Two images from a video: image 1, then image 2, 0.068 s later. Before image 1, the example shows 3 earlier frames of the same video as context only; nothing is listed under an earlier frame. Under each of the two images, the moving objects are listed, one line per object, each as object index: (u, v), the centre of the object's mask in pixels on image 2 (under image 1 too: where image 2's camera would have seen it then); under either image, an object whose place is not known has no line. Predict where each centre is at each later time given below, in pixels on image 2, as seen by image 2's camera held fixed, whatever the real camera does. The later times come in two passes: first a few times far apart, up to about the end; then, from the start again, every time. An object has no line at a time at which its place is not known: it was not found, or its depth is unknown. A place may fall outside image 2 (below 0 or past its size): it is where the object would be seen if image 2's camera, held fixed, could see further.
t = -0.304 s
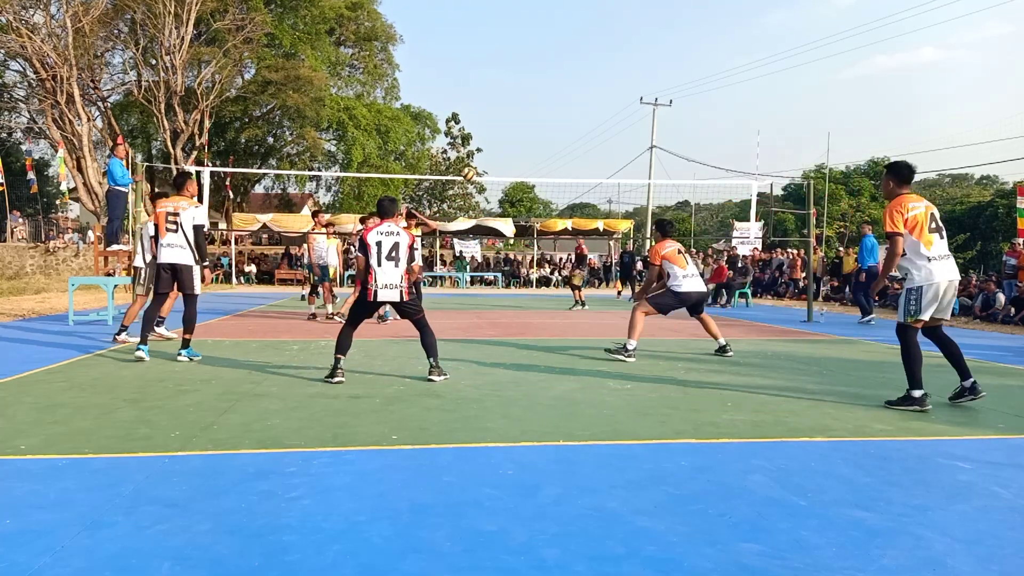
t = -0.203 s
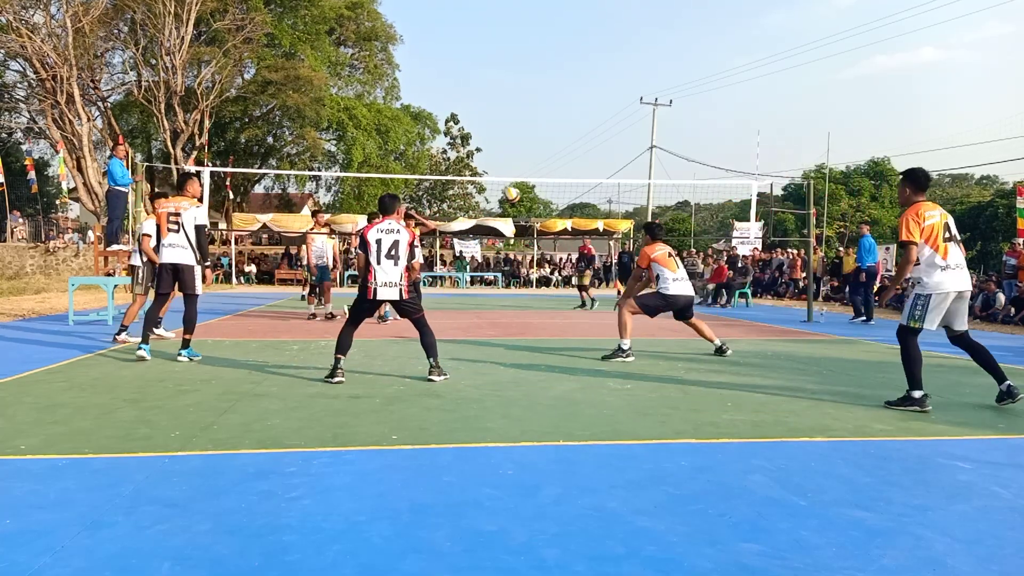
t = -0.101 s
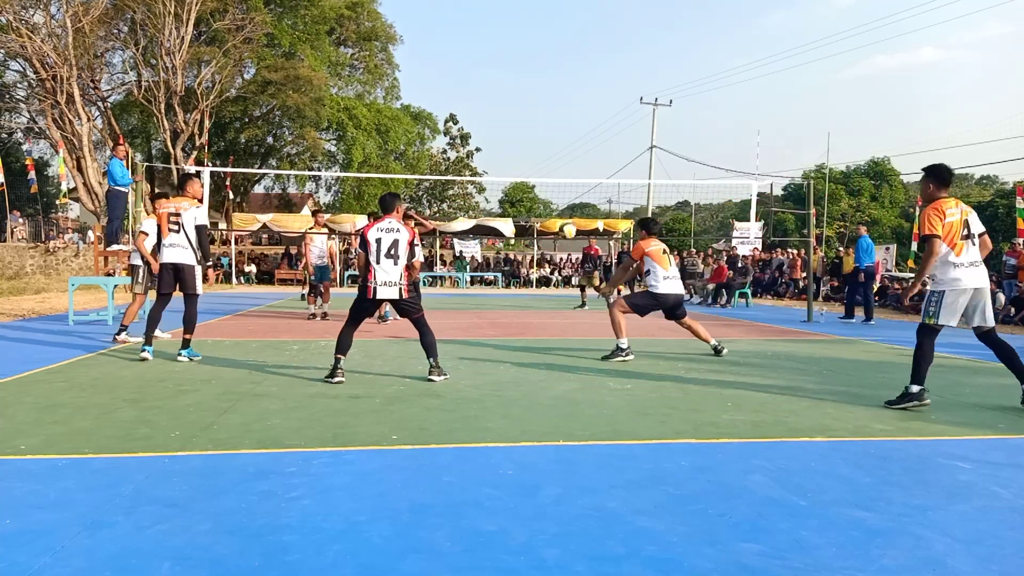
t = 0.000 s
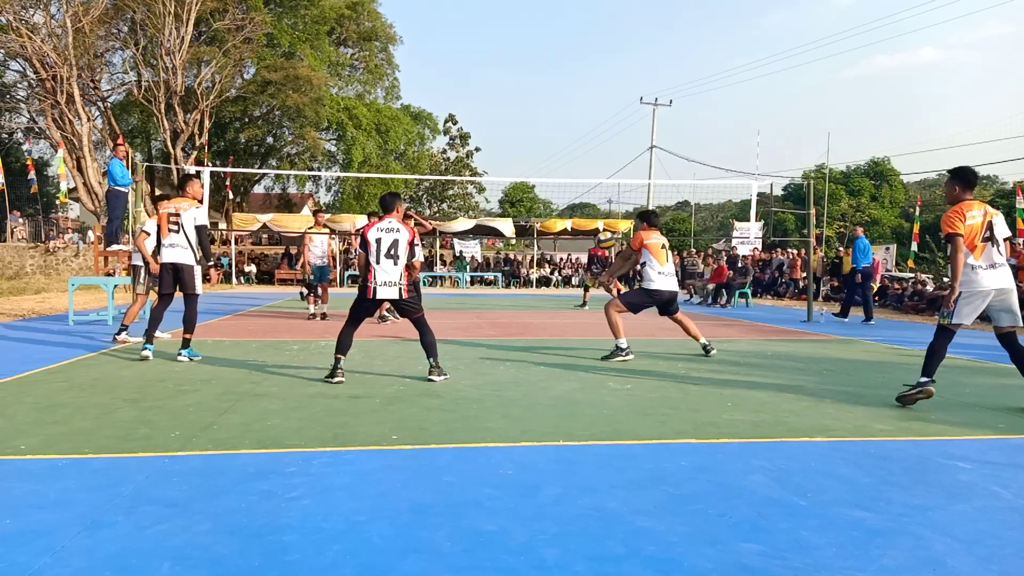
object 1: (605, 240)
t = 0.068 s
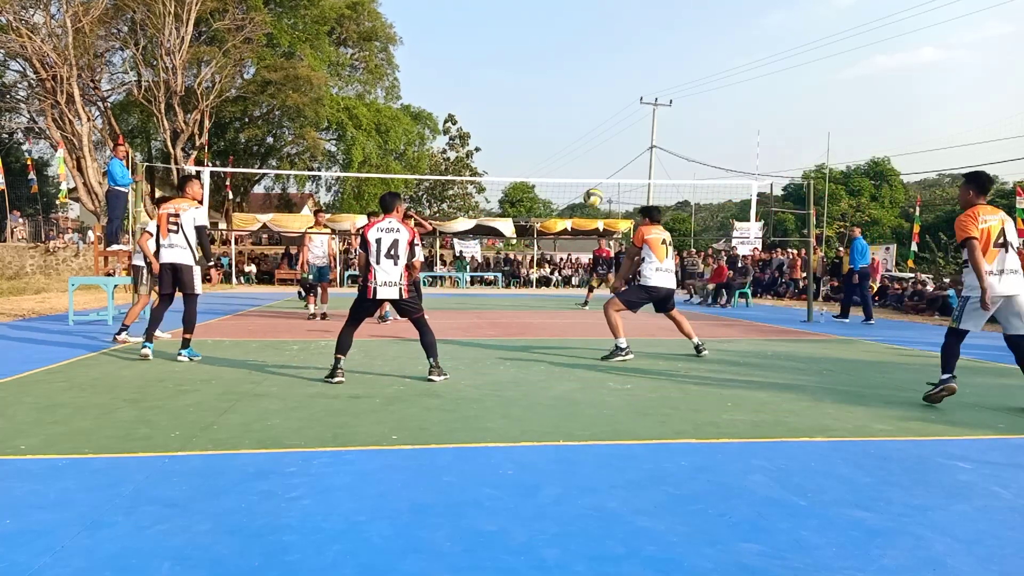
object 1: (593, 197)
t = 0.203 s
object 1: (569, 127)
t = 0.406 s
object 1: (539, 57)
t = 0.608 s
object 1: (511, 24)
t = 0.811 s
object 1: (486, 23)
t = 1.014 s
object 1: (462, 49)
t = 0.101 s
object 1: (587, 178)
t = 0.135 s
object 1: (581, 160)
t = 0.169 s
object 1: (575, 143)
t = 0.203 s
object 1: (569, 127)
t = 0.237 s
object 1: (564, 113)
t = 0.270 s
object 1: (559, 100)
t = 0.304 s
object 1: (554, 87)
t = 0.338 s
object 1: (548, 76)
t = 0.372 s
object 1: (543, 66)
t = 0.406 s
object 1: (539, 57)
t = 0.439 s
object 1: (534, 50)
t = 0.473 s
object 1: (529, 43)
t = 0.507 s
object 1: (524, 36)
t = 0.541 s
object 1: (520, 31)
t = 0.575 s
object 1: (515, 28)
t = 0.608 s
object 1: (511, 24)
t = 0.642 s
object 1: (506, 22)
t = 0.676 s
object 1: (502, 21)
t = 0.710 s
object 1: (498, 20)
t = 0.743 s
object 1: (494, 20)
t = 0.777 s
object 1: (490, 21)
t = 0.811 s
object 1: (486, 23)
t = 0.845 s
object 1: (482, 26)
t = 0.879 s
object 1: (478, 29)
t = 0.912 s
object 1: (474, 33)
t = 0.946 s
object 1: (470, 38)
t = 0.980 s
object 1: (467, 43)
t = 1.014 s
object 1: (462, 49)
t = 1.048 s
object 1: (459, 56)
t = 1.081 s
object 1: (455, 63)
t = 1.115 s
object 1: (452, 72)
